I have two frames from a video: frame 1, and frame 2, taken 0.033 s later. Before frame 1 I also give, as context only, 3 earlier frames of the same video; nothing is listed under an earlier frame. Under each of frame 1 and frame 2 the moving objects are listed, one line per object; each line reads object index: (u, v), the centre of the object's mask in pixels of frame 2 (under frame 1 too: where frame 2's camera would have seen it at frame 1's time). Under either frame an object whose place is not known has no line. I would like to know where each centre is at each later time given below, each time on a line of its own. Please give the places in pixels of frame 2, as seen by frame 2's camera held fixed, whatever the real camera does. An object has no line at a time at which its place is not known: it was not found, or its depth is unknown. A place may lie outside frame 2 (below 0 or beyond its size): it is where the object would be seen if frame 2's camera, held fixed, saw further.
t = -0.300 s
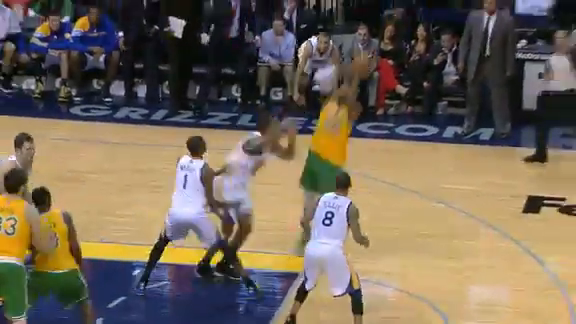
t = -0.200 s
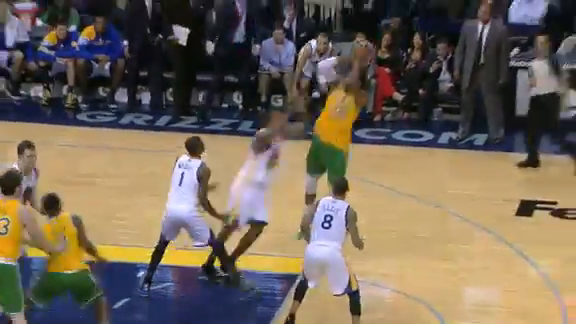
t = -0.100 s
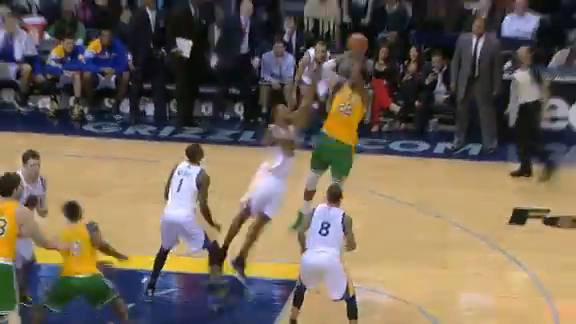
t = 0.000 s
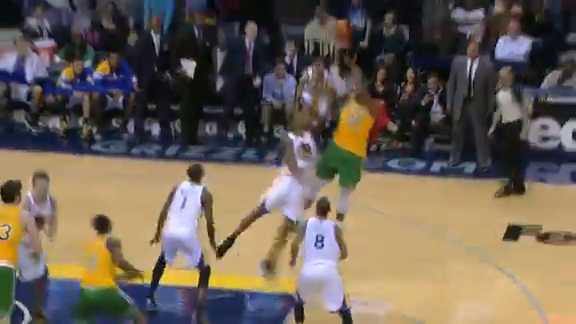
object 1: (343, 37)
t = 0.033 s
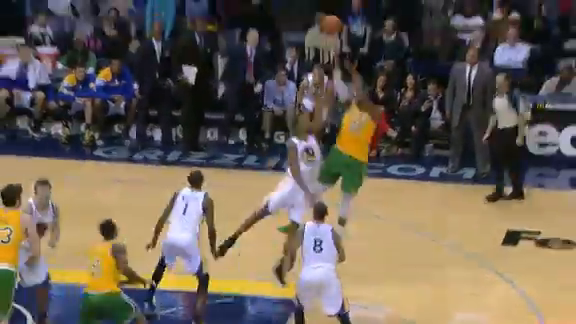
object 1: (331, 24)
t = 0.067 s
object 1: (321, 13)
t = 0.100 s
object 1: (311, 2)
